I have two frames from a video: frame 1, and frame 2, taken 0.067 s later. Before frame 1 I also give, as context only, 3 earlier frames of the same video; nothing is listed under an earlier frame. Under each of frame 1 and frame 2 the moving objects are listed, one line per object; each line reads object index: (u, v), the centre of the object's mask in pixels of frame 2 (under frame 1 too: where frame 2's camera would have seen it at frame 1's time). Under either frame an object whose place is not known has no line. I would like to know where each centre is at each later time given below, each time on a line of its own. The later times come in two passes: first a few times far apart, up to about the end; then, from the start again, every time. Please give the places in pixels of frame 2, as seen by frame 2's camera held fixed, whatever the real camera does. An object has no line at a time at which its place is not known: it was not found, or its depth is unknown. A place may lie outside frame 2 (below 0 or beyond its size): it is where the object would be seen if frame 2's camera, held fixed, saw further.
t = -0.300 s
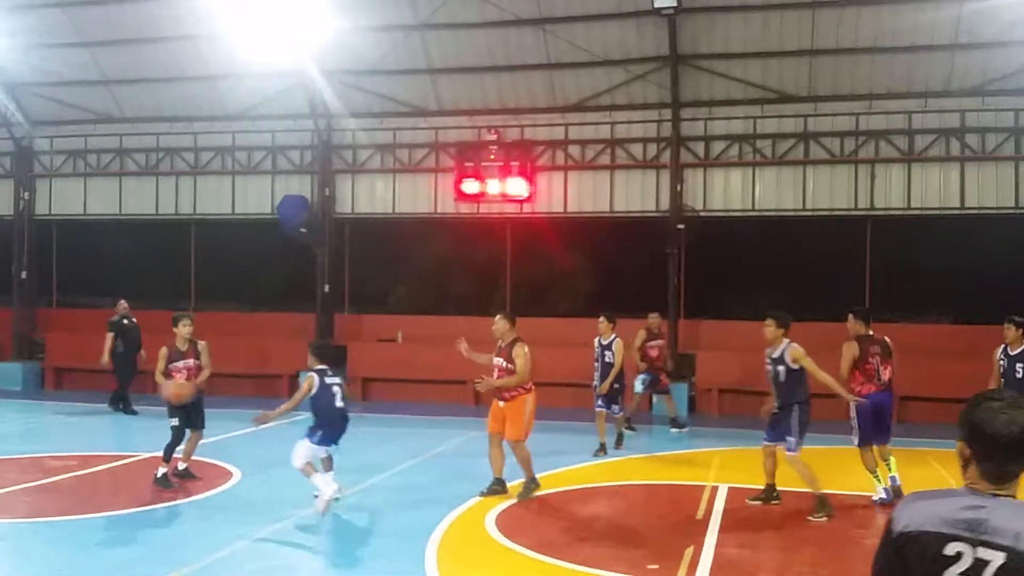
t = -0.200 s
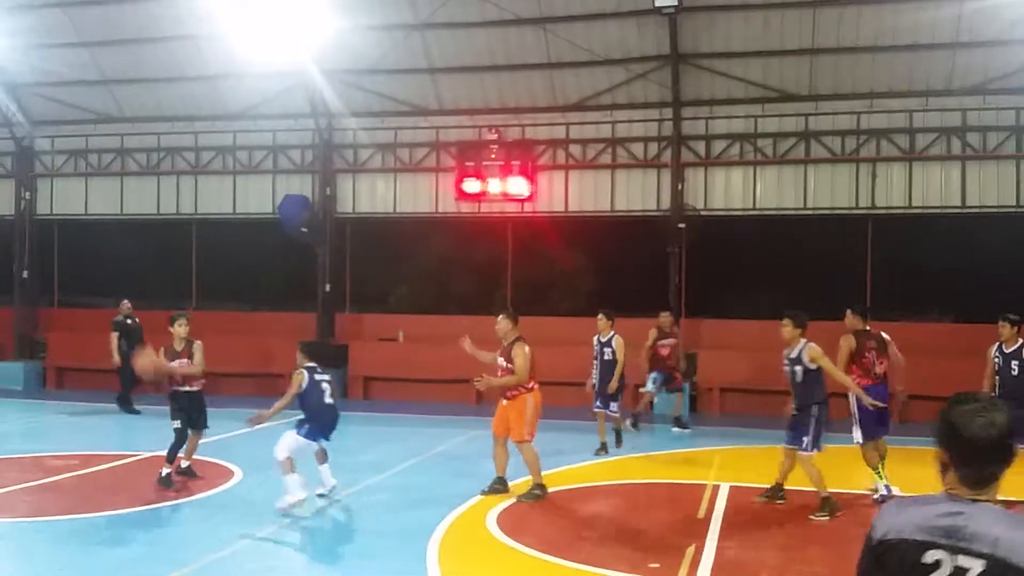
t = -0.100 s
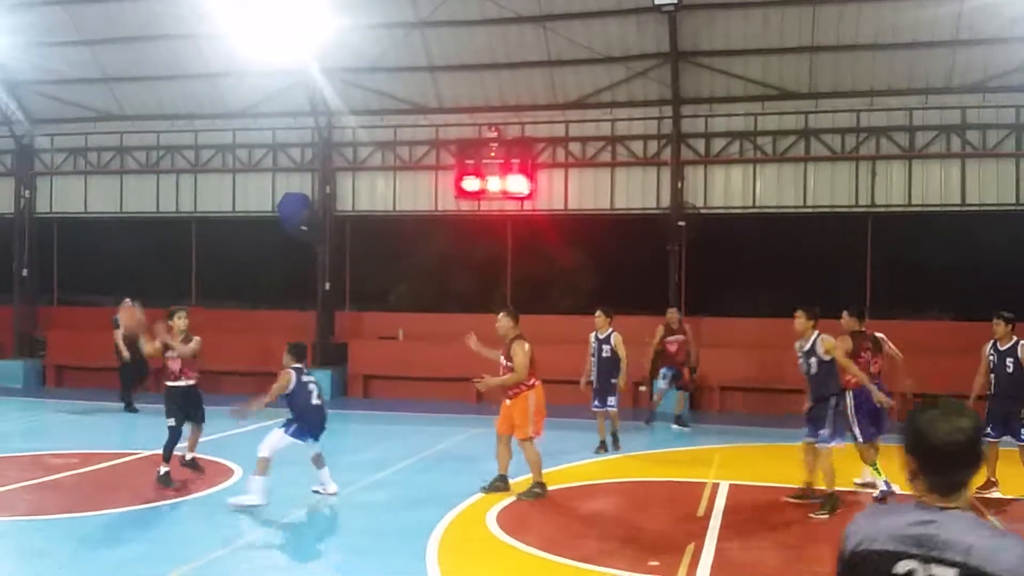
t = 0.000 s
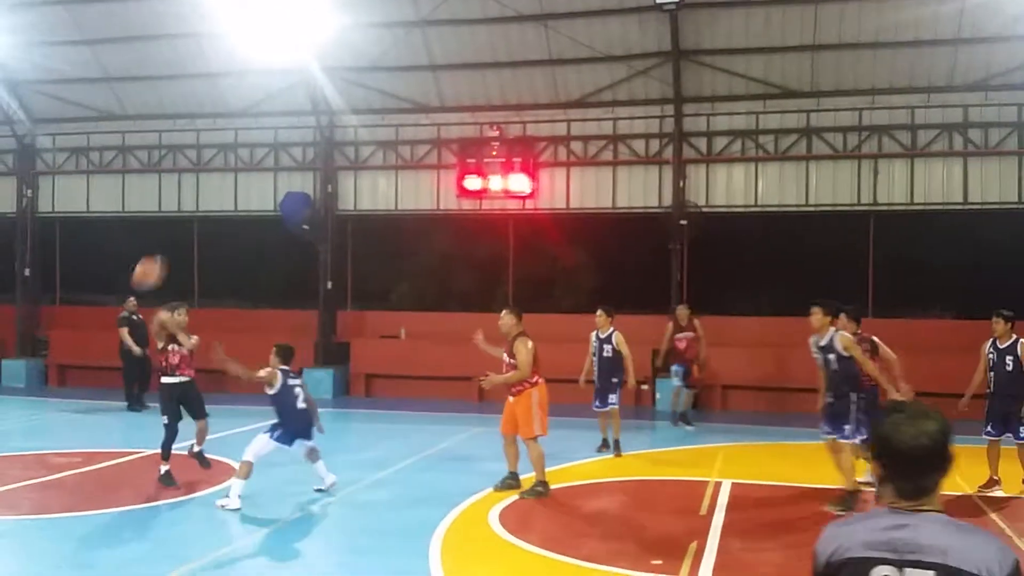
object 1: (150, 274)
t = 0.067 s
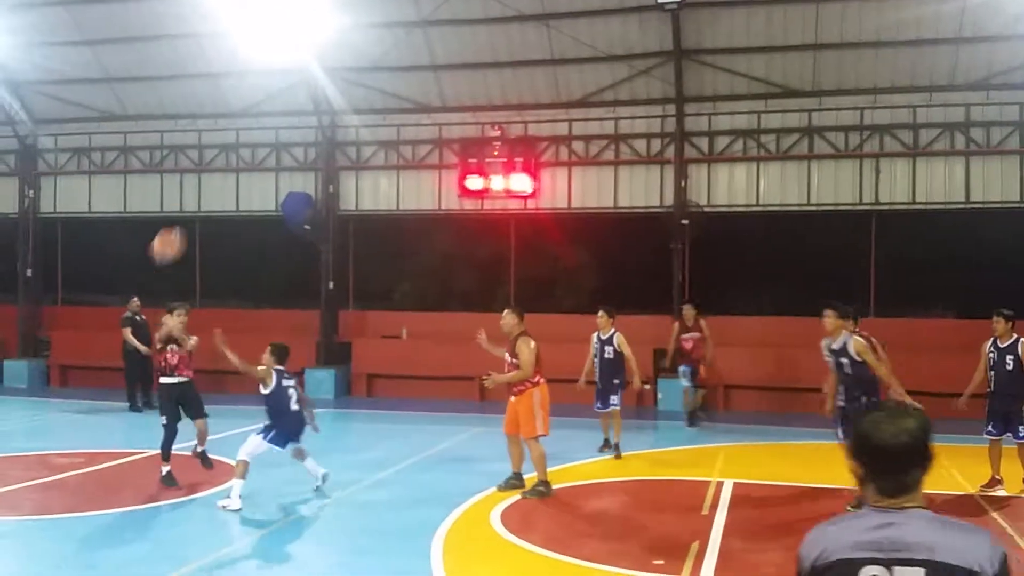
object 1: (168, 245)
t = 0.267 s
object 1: (231, 176)
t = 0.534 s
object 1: (348, 147)
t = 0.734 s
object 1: (497, 223)
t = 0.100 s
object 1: (177, 232)
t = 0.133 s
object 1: (187, 221)
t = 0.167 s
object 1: (196, 211)
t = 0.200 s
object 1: (208, 197)
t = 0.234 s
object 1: (218, 187)
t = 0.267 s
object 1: (231, 176)
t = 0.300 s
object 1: (241, 168)
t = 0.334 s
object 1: (254, 160)
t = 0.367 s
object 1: (267, 154)
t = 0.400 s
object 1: (284, 150)
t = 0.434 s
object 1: (296, 146)
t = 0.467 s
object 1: (313, 145)
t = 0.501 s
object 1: (331, 144)
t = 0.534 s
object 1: (348, 147)
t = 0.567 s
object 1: (367, 149)
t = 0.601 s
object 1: (388, 154)
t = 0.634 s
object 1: (412, 166)
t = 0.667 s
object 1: (436, 176)
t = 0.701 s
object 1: (466, 198)
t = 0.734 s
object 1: (497, 223)
